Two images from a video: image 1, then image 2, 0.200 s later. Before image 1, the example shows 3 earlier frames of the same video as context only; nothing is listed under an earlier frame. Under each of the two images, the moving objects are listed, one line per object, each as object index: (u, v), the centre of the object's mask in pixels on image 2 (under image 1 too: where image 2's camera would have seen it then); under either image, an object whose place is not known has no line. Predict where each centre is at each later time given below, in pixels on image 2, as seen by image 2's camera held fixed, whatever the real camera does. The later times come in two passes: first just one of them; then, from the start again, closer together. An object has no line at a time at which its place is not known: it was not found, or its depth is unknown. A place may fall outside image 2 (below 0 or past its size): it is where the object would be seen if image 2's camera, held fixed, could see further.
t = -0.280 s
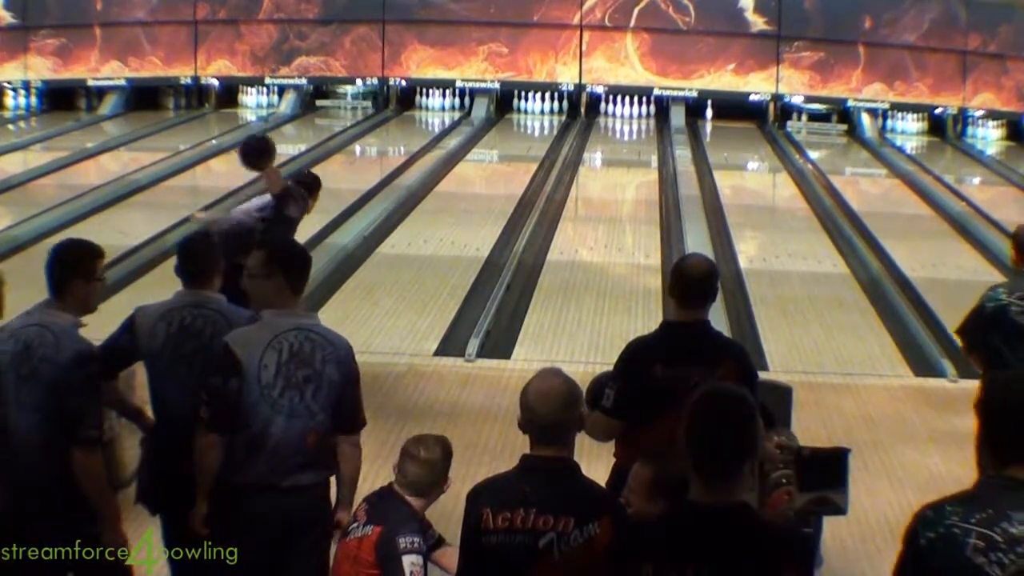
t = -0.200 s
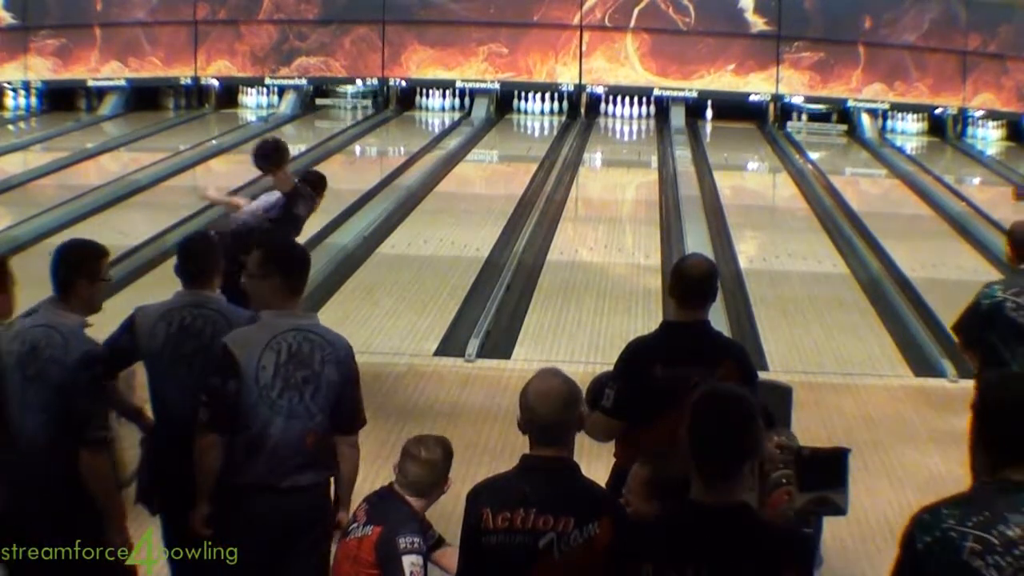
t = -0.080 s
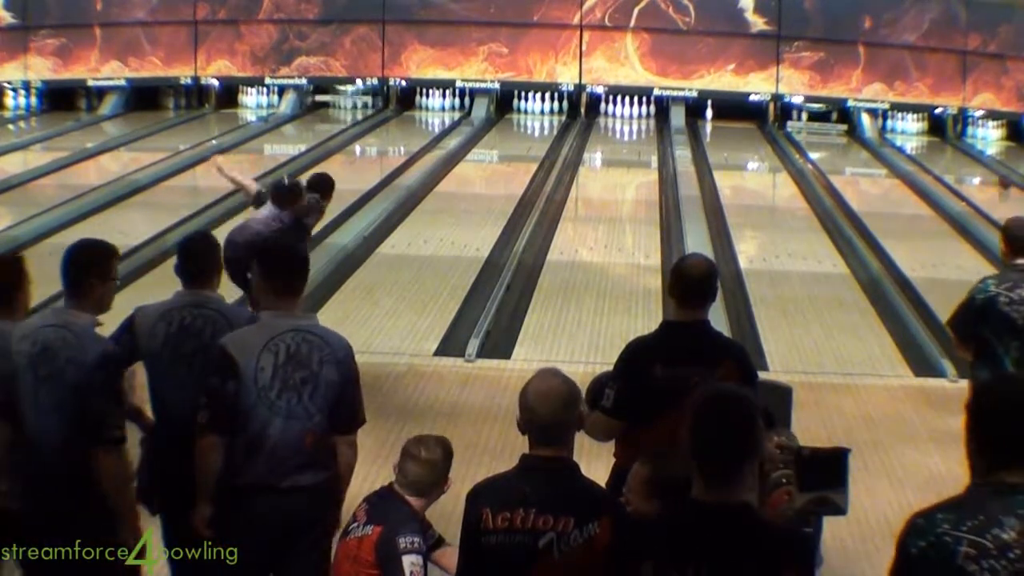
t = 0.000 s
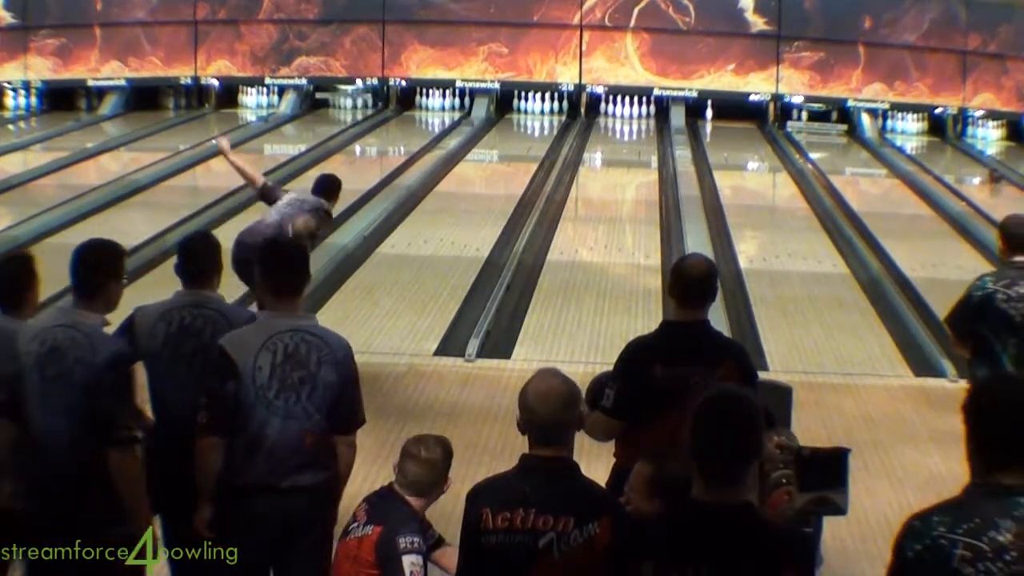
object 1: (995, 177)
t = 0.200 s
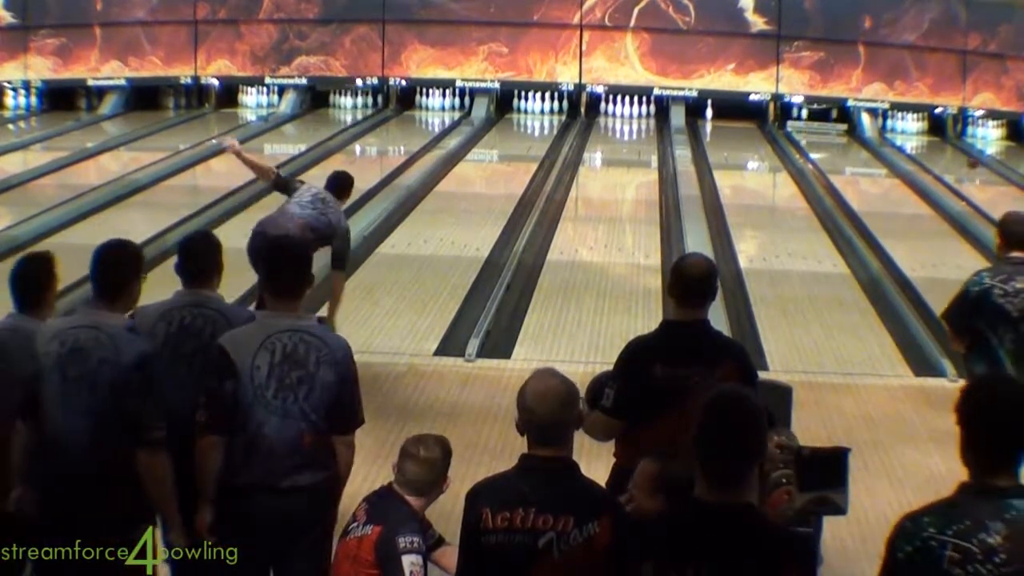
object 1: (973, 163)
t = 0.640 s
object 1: (928, 137)
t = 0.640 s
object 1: (928, 137)
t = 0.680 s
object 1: (924, 136)
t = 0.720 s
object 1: (920, 134)
